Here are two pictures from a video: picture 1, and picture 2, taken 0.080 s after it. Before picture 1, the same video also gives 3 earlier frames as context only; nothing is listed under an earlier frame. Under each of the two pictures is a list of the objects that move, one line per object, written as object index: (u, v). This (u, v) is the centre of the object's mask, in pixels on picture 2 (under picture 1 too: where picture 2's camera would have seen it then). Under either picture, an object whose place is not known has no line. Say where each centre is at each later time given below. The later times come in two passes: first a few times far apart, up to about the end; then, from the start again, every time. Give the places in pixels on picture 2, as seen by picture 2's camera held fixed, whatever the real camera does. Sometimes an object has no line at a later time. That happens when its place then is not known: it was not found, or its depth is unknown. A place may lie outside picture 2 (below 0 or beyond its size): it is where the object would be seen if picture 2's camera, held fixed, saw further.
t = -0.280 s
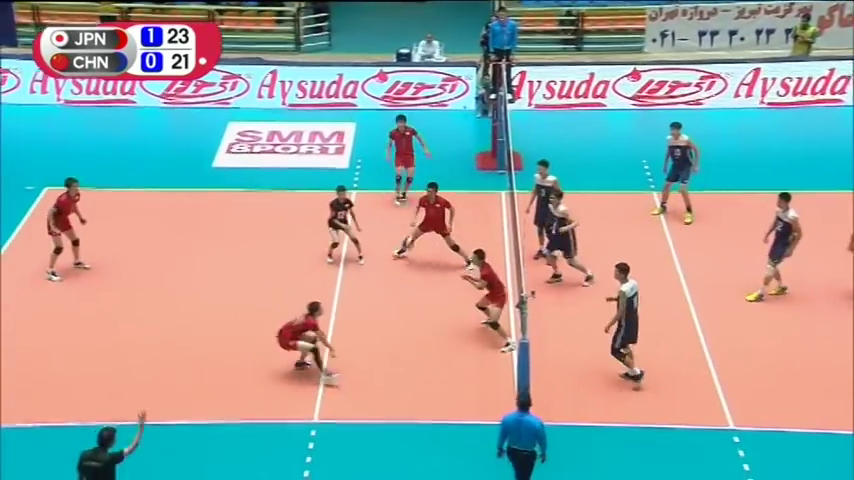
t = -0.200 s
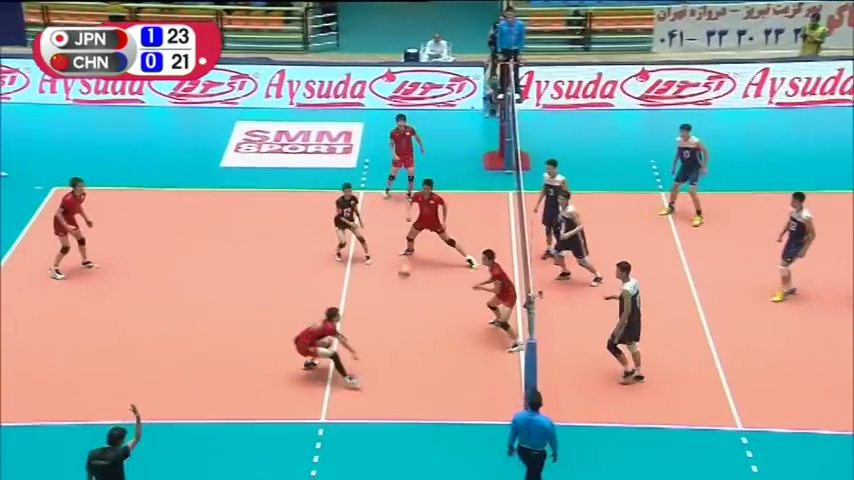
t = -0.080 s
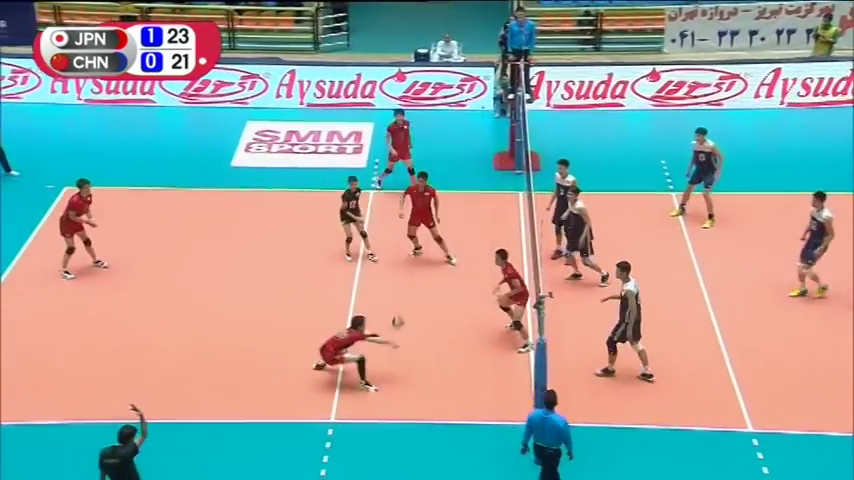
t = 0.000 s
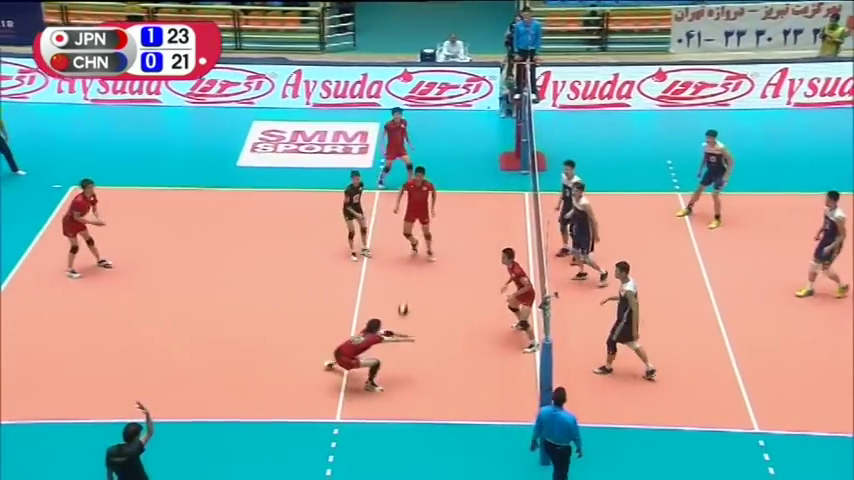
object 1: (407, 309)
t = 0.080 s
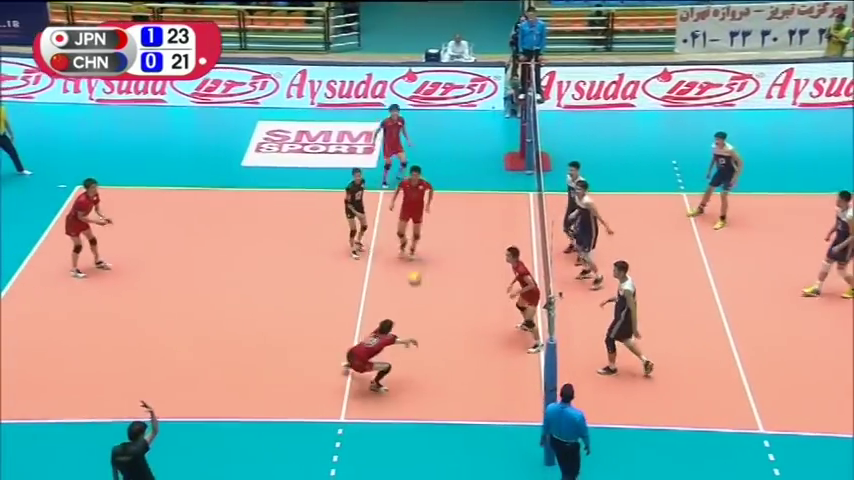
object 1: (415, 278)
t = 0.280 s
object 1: (430, 217)
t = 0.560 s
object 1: (452, 169)
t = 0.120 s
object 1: (418, 265)
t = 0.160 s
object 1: (422, 251)
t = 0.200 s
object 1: (425, 240)
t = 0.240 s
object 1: (428, 227)
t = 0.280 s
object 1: (430, 217)
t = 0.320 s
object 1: (434, 206)
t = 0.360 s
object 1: (437, 199)
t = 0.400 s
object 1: (440, 191)
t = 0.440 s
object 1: (443, 184)
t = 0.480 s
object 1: (447, 178)
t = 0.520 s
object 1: (449, 174)
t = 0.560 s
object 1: (452, 169)
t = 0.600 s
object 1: (456, 167)
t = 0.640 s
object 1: (459, 165)
